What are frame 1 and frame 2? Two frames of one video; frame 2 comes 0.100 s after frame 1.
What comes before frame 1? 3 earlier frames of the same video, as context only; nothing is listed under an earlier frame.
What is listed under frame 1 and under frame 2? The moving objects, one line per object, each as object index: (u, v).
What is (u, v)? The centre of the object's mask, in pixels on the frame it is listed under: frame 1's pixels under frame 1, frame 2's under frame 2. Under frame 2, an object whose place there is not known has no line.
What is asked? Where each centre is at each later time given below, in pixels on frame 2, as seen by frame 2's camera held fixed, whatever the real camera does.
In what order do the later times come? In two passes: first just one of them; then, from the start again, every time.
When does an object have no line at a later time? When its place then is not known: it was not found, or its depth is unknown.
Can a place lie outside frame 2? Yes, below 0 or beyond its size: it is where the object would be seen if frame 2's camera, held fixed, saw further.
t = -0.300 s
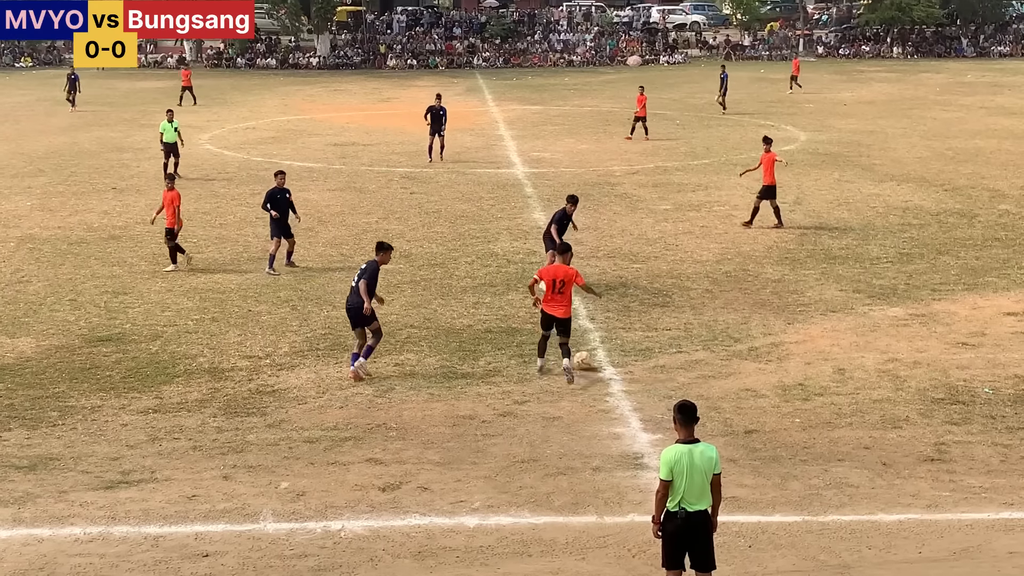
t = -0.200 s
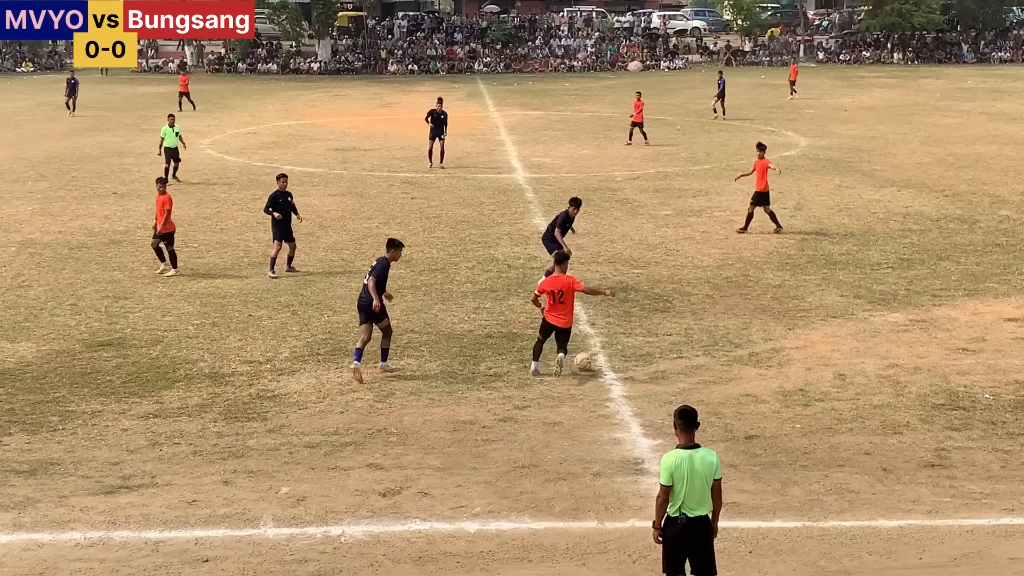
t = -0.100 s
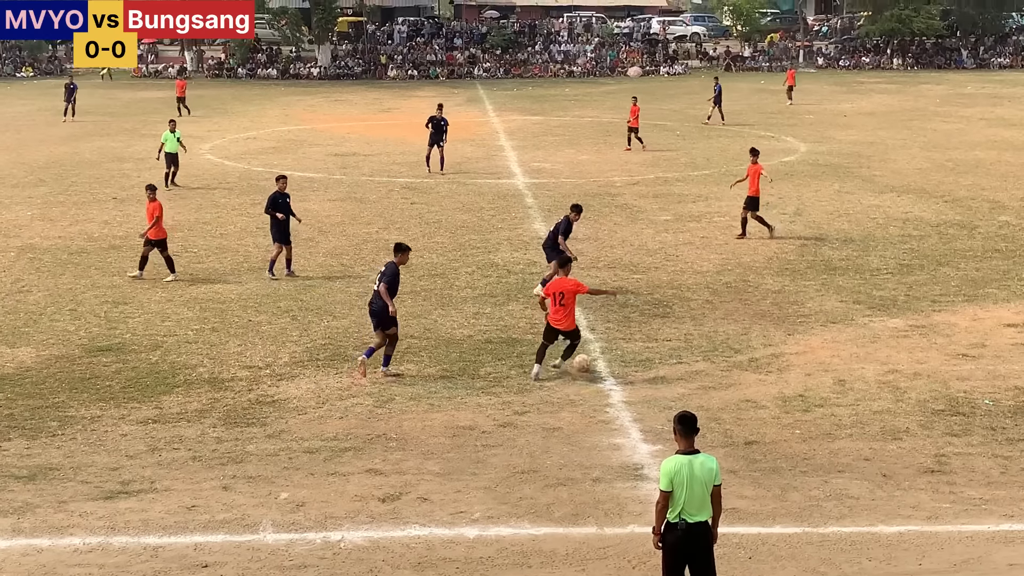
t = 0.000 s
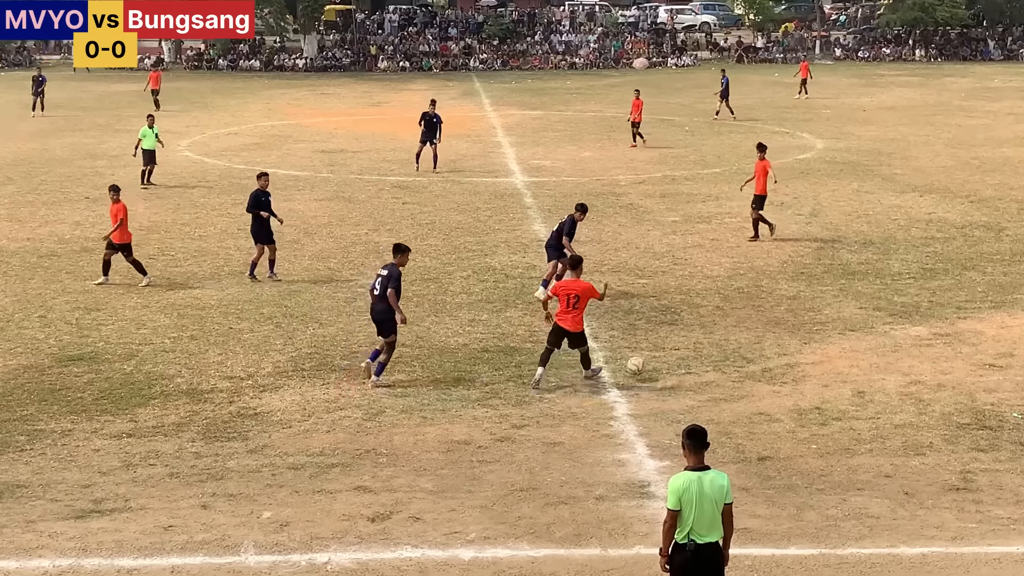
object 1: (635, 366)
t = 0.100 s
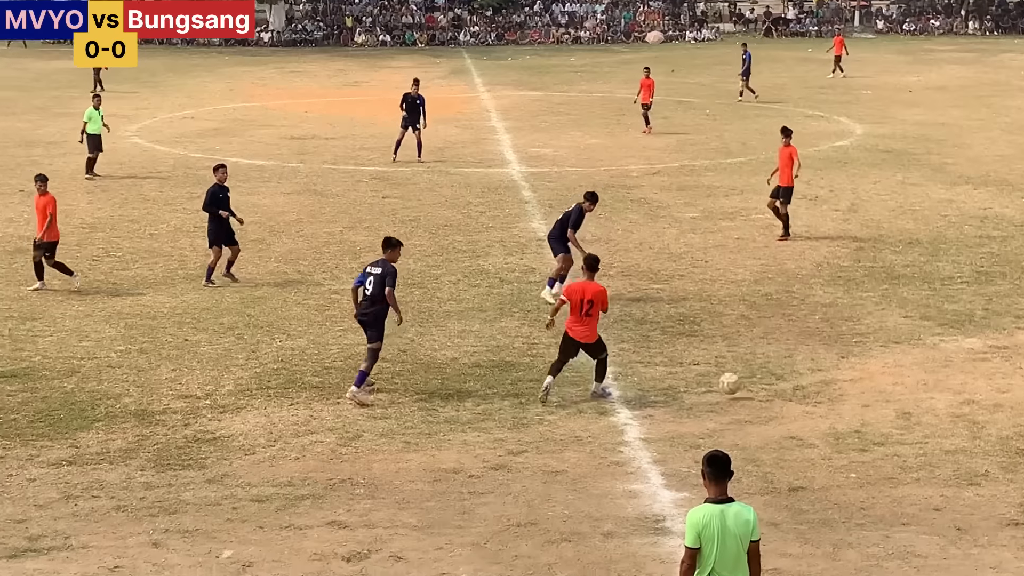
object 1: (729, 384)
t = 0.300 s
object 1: (864, 375)
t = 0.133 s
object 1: (756, 386)
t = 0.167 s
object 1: (780, 387)
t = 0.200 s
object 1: (801, 382)
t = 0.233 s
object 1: (822, 378)
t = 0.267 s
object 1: (843, 376)
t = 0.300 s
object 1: (864, 375)
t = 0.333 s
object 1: (884, 375)
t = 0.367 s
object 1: (905, 376)
